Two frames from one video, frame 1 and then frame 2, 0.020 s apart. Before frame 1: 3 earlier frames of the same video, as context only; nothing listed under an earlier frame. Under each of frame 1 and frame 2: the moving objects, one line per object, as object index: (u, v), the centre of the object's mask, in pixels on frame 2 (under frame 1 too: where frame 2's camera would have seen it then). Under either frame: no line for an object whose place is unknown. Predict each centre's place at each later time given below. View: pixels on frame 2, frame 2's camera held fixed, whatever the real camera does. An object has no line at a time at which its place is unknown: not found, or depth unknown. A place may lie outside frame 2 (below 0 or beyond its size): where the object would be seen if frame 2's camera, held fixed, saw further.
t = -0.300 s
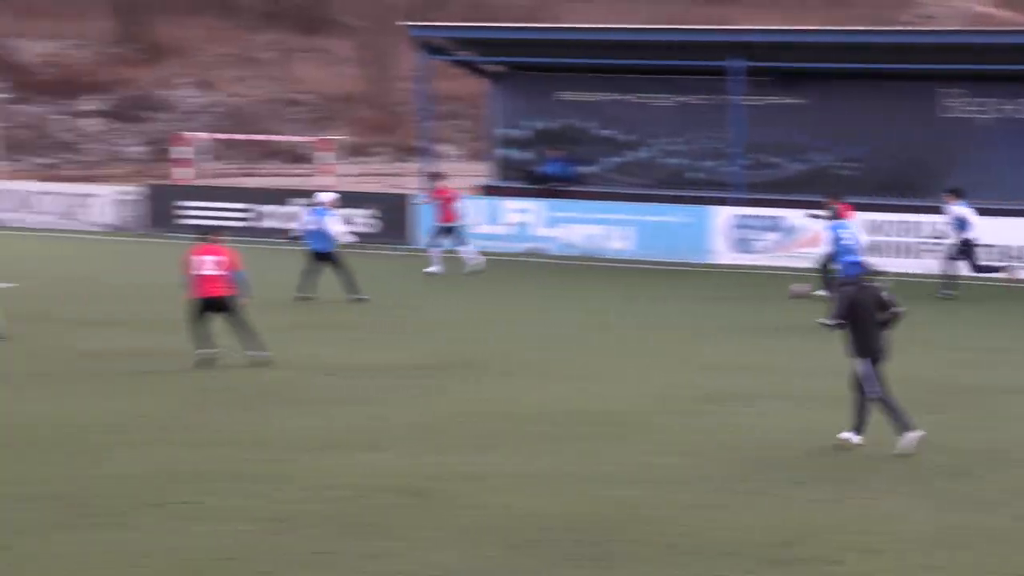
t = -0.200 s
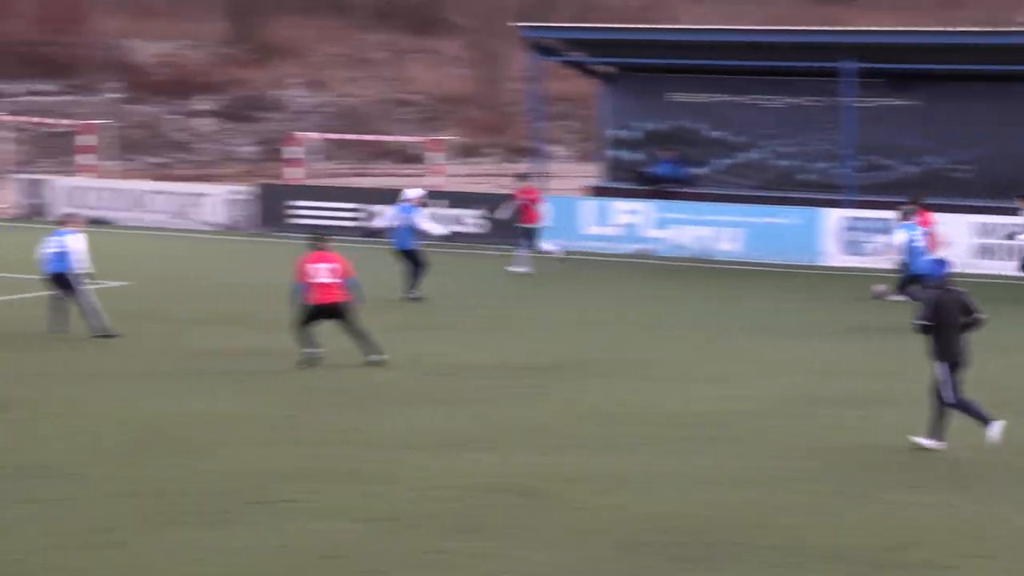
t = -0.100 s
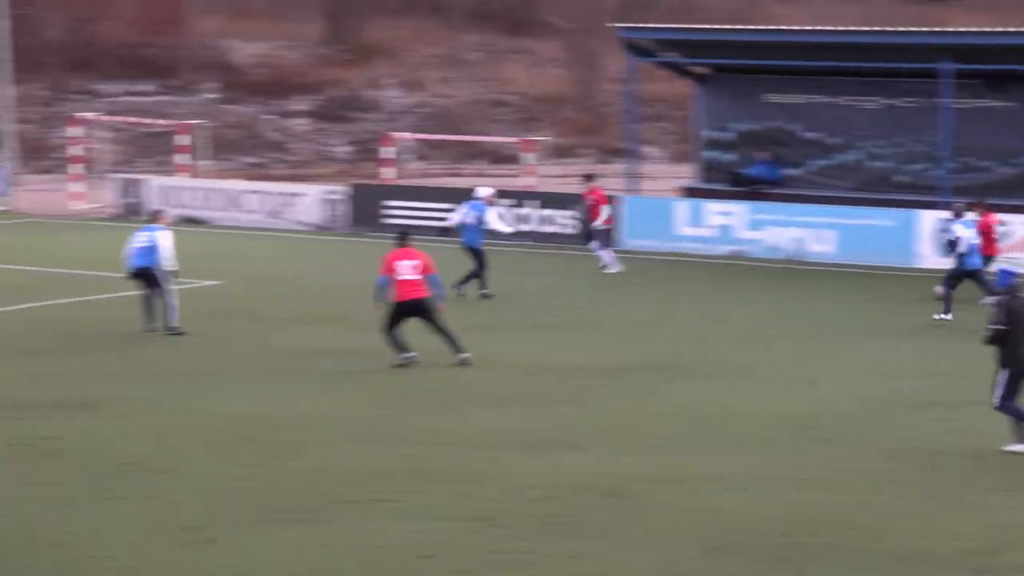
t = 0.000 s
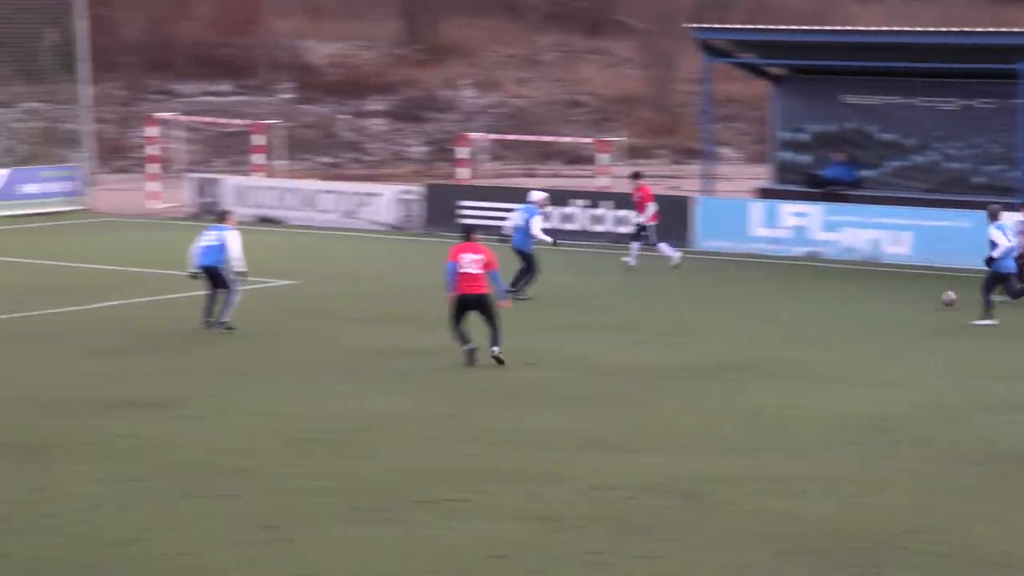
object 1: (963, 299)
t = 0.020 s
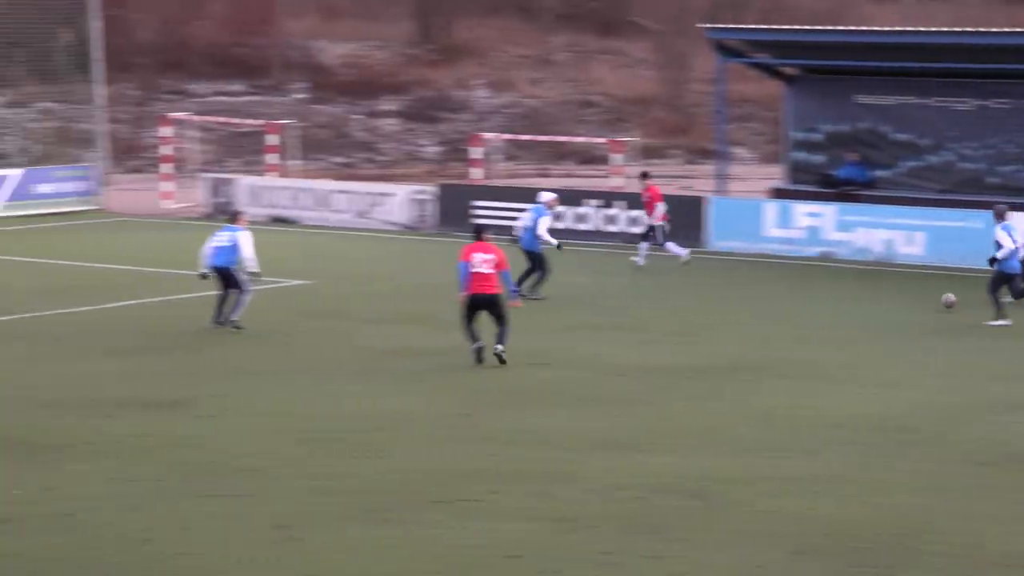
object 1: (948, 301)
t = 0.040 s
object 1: (937, 303)
